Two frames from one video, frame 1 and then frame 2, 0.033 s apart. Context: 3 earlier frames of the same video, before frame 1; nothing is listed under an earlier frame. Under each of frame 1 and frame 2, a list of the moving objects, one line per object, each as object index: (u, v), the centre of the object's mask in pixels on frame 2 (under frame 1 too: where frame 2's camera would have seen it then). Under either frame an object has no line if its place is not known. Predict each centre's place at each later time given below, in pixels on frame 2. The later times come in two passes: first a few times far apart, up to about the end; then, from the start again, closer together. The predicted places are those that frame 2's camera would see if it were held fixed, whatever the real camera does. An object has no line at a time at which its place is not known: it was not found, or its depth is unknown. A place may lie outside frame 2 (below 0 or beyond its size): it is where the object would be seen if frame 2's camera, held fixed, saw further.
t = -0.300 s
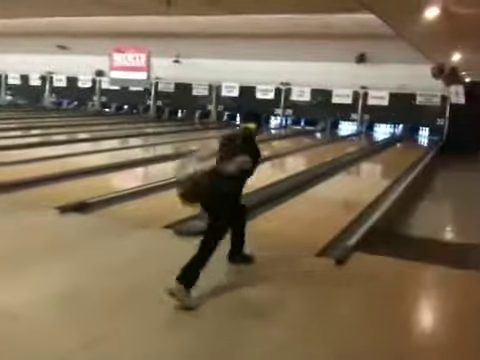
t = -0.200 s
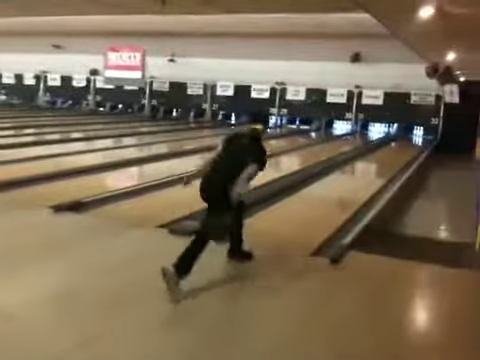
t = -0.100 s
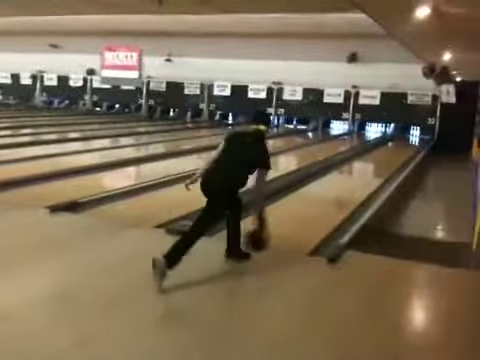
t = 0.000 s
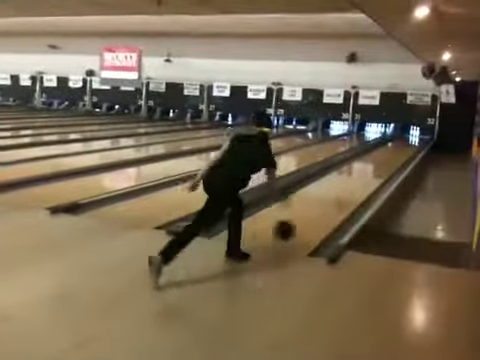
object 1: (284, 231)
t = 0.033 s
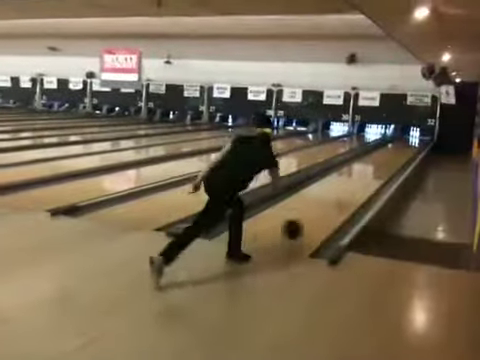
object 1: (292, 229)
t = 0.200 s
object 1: (322, 209)
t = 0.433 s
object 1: (351, 188)
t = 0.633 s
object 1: (369, 176)
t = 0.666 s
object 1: (371, 174)
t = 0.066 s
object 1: (300, 226)
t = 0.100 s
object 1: (306, 221)
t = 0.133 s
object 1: (311, 217)
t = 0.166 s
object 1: (317, 213)
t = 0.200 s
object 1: (322, 209)
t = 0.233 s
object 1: (328, 205)
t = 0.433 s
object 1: (351, 188)
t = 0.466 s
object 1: (355, 186)
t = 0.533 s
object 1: (360, 182)
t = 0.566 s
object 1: (363, 180)
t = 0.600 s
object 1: (366, 178)
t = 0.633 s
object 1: (369, 176)
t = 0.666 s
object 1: (371, 174)
